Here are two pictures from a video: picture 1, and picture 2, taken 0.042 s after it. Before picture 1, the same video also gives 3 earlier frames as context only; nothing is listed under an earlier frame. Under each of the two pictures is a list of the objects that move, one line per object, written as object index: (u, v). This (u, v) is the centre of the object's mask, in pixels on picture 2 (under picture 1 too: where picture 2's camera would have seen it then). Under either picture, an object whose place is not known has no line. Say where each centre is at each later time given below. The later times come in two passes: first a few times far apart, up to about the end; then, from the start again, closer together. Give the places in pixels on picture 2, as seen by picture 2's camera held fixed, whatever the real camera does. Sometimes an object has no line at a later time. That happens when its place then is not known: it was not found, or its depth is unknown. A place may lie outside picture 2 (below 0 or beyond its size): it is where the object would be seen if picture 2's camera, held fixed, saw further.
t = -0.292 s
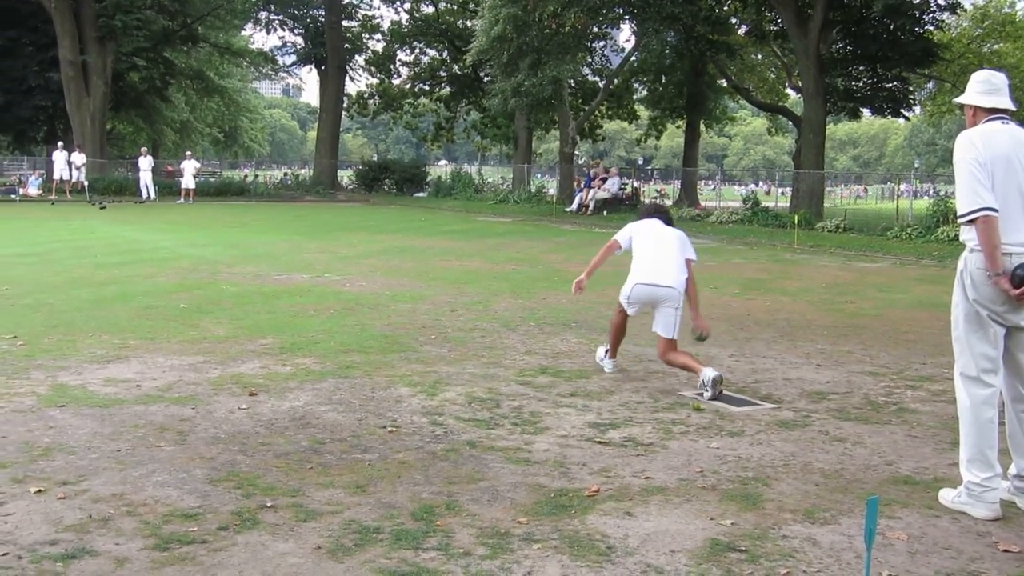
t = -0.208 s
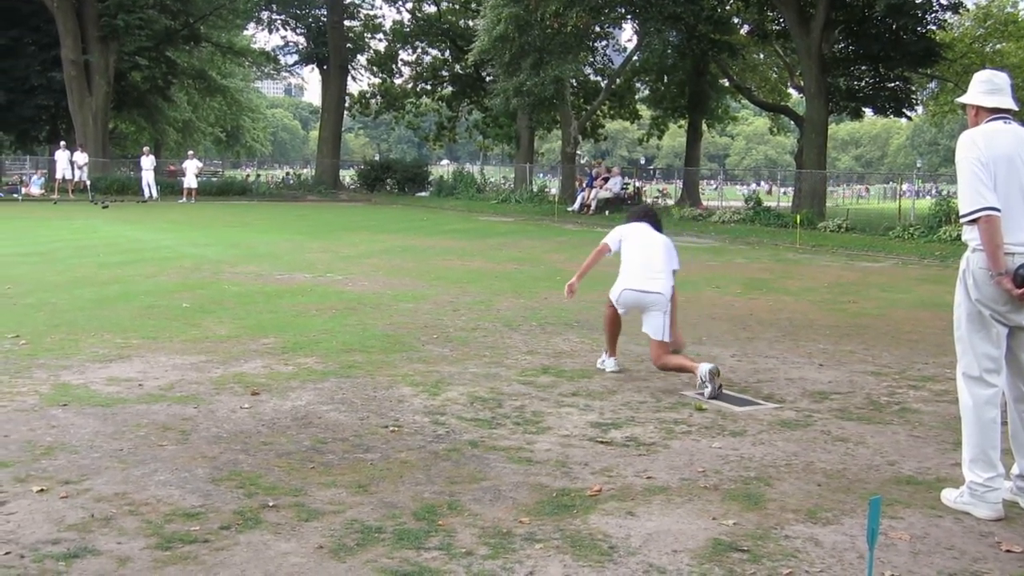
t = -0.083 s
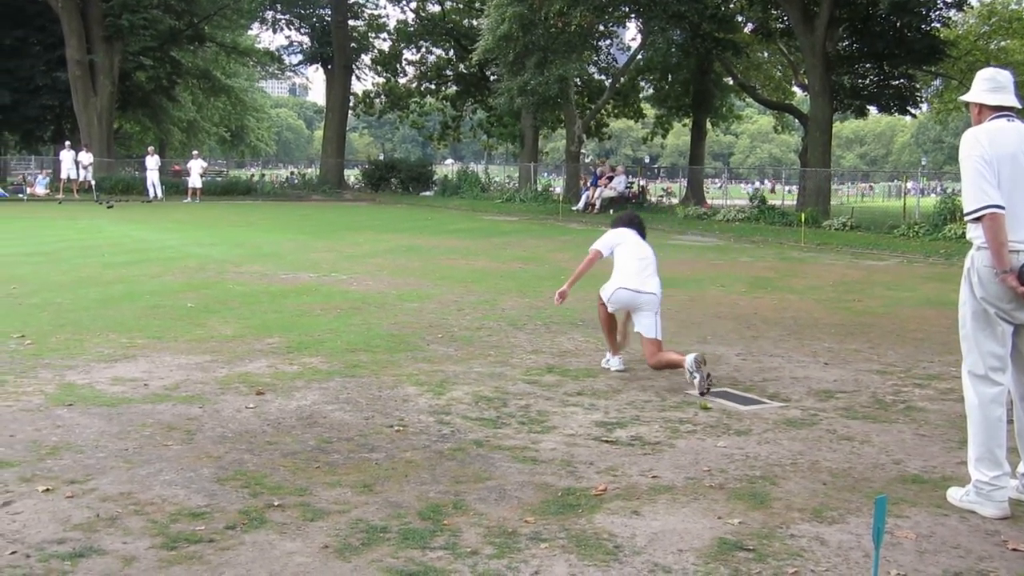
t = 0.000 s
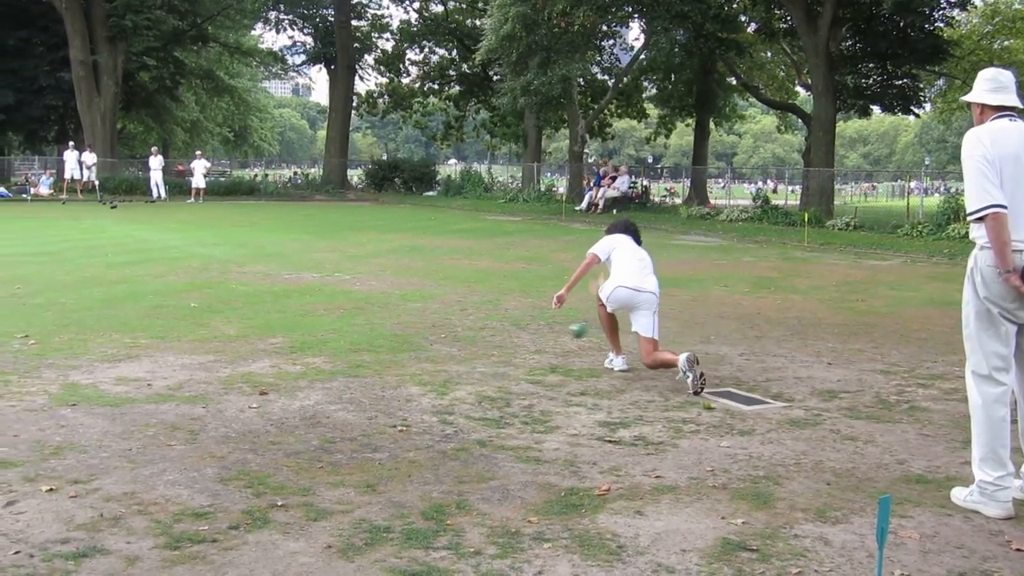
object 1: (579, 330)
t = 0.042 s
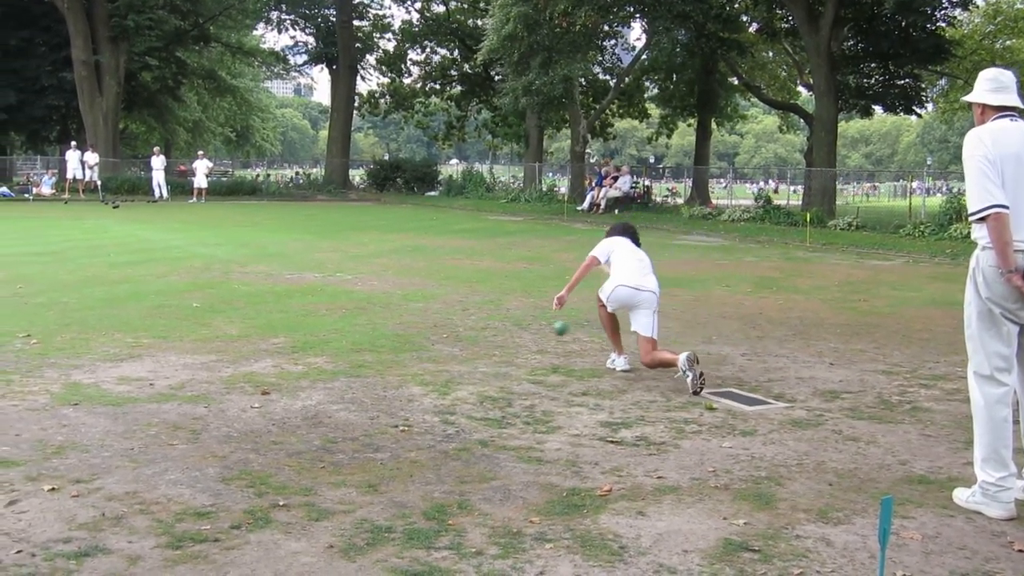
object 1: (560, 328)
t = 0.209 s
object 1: (501, 309)
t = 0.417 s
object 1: (448, 297)
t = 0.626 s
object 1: (410, 287)
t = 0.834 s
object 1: (380, 279)
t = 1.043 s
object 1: (356, 270)
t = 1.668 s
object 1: (301, 249)
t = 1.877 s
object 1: (285, 243)
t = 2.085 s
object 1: (271, 238)
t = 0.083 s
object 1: (541, 329)
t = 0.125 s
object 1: (527, 321)
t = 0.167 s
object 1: (513, 314)
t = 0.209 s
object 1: (501, 309)
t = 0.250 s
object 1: (489, 305)
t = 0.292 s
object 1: (476, 304)
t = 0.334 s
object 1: (466, 305)
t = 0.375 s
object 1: (456, 301)
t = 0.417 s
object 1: (448, 297)
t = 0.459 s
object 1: (439, 294)
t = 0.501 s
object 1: (431, 292)
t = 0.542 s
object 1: (425, 293)
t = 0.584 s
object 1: (417, 290)
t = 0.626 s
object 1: (410, 287)
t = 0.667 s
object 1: (404, 285)
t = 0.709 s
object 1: (397, 284)
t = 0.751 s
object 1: (392, 281)
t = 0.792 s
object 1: (385, 280)
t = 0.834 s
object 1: (380, 279)
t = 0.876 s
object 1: (375, 277)
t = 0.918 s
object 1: (370, 275)
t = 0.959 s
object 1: (365, 273)
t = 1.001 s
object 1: (360, 271)
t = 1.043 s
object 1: (356, 270)
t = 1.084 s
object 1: (352, 268)
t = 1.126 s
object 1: (348, 267)
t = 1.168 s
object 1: (344, 266)
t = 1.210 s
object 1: (340, 265)
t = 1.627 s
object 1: (305, 250)
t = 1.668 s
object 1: (301, 249)
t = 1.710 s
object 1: (297, 247)
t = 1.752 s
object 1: (294, 246)
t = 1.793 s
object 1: (290, 245)
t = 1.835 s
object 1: (287, 244)
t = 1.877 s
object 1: (285, 243)
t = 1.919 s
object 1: (283, 242)
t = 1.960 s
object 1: (280, 242)
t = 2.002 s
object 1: (277, 241)
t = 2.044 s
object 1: (275, 240)
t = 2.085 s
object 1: (271, 238)
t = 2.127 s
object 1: (269, 237)
